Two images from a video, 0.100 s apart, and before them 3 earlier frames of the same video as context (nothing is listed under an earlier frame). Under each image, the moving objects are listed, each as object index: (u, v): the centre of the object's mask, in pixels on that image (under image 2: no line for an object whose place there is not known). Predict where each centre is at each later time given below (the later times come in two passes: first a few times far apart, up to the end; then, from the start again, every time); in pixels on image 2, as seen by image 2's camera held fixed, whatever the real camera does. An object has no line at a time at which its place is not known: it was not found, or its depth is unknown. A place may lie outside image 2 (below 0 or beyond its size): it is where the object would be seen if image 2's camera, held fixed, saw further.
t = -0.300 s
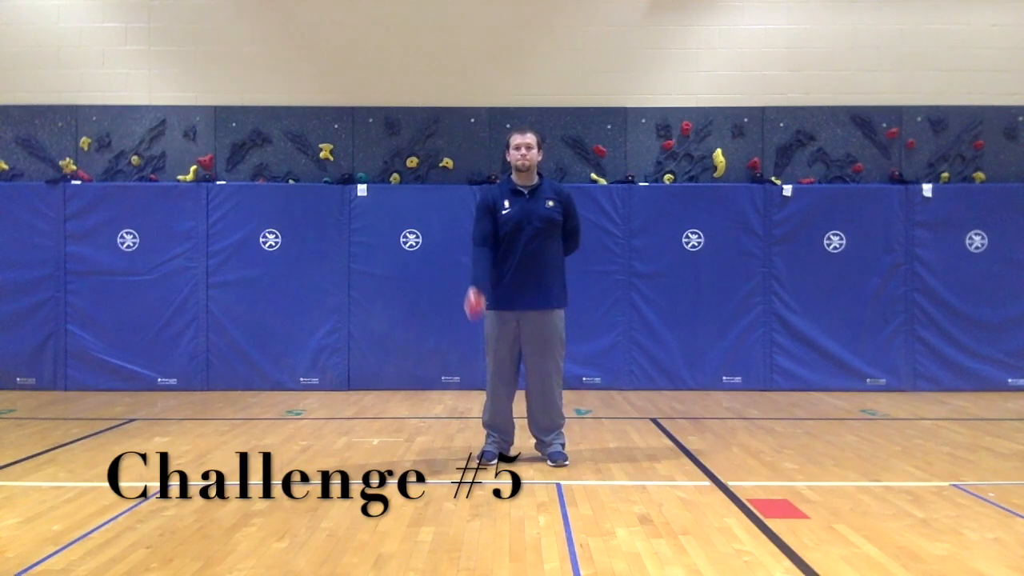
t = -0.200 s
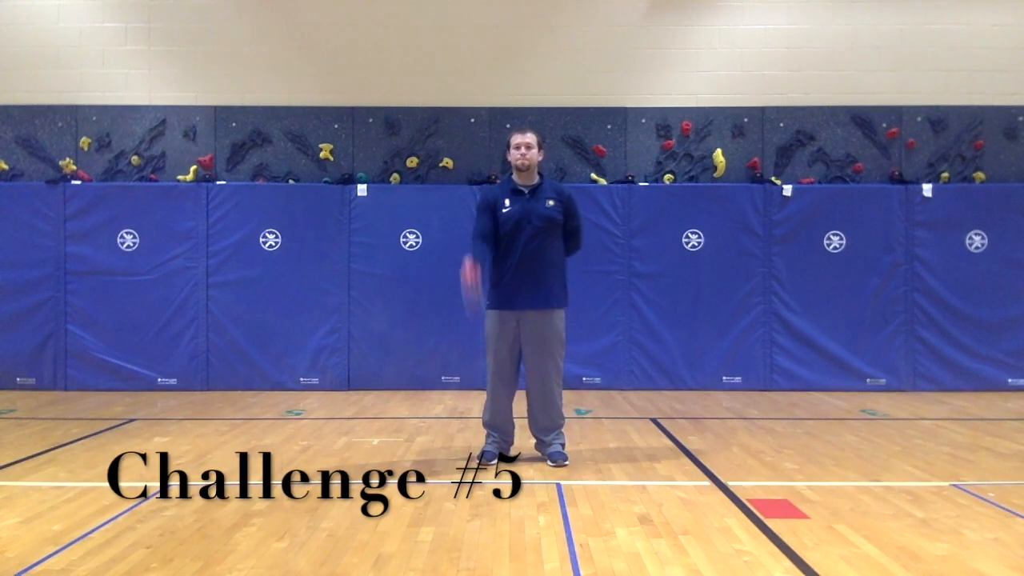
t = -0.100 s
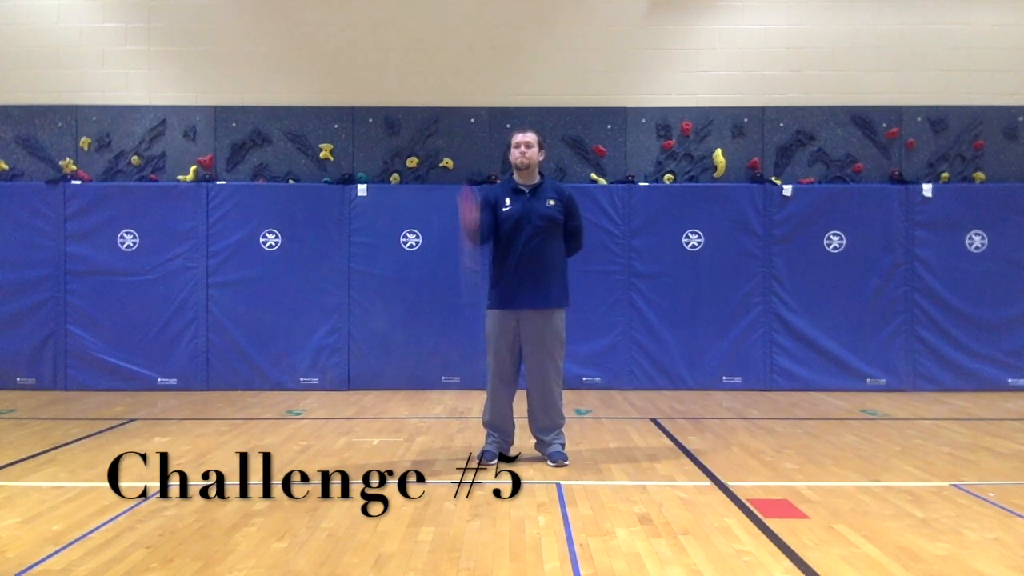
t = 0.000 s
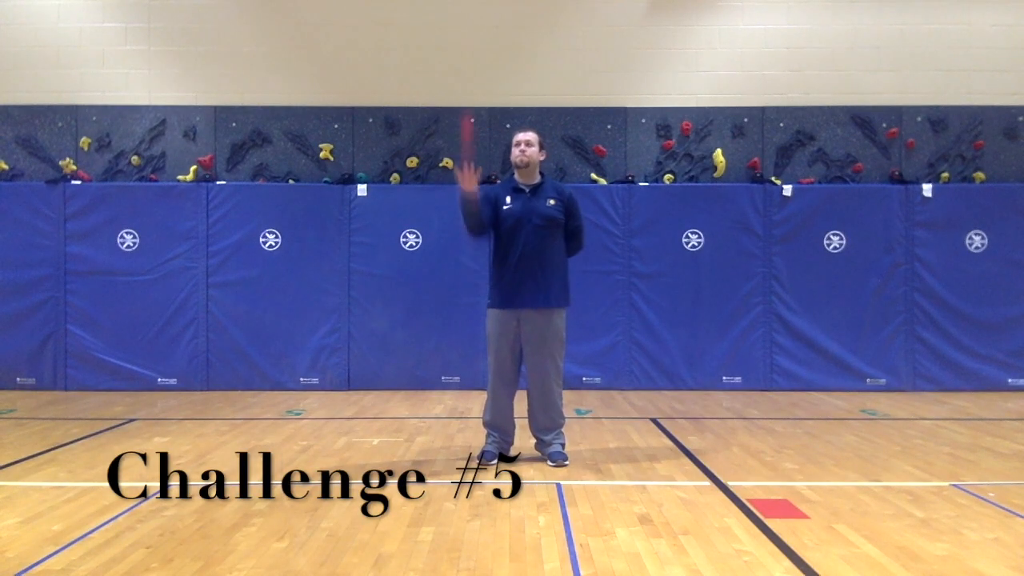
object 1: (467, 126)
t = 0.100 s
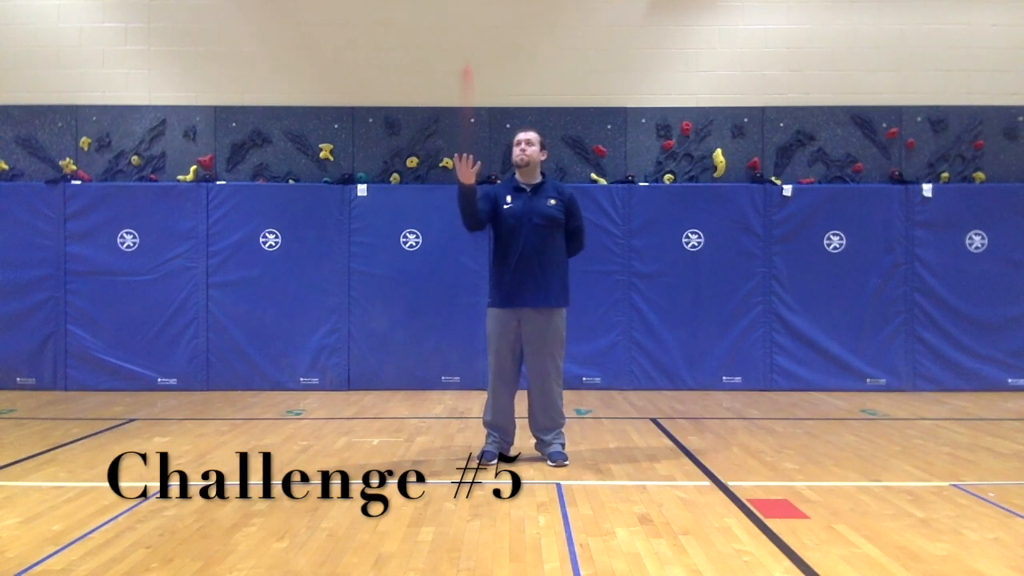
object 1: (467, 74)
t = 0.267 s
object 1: (467, 28)
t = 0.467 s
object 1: (469, 43)
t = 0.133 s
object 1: (467, 61)
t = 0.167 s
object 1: (467, 49)
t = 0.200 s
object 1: (467, 40)
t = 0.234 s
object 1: (467, 34)
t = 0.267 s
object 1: (467, 28)
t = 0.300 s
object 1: (467, 27)
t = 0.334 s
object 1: (468, 26)
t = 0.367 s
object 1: (468, 28)
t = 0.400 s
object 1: (468, 31)
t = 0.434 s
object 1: (468, 36)
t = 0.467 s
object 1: (469, 43)
